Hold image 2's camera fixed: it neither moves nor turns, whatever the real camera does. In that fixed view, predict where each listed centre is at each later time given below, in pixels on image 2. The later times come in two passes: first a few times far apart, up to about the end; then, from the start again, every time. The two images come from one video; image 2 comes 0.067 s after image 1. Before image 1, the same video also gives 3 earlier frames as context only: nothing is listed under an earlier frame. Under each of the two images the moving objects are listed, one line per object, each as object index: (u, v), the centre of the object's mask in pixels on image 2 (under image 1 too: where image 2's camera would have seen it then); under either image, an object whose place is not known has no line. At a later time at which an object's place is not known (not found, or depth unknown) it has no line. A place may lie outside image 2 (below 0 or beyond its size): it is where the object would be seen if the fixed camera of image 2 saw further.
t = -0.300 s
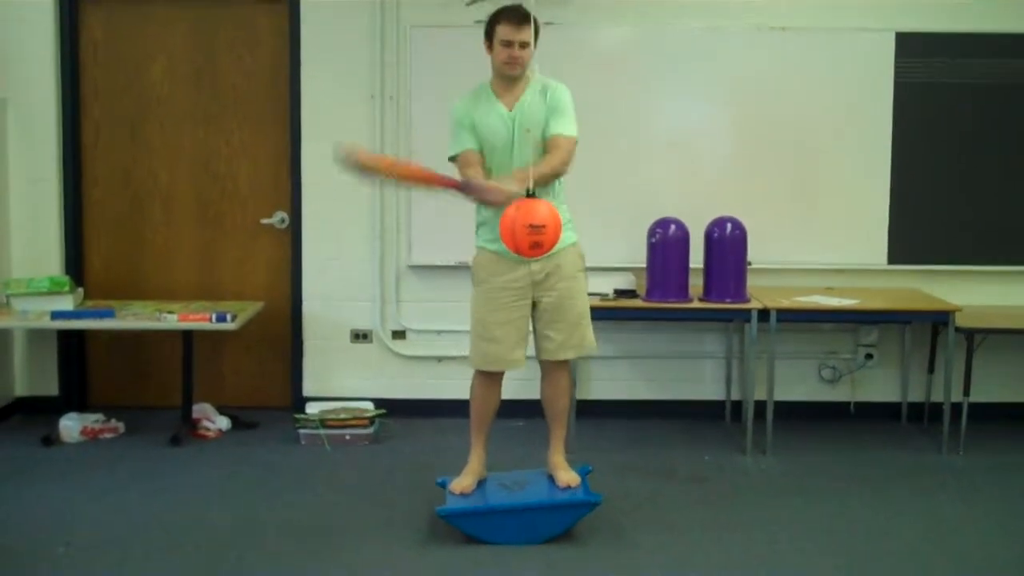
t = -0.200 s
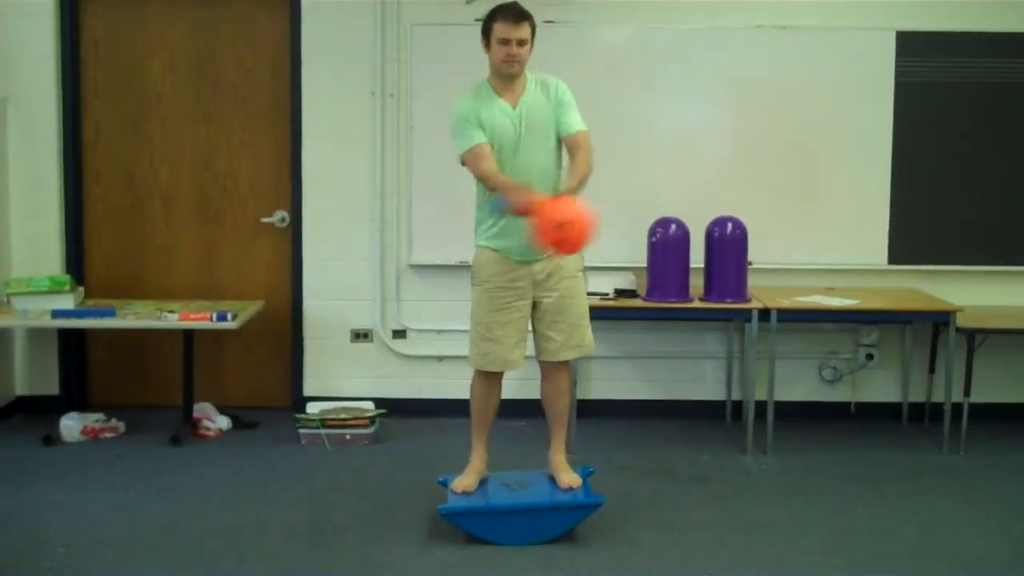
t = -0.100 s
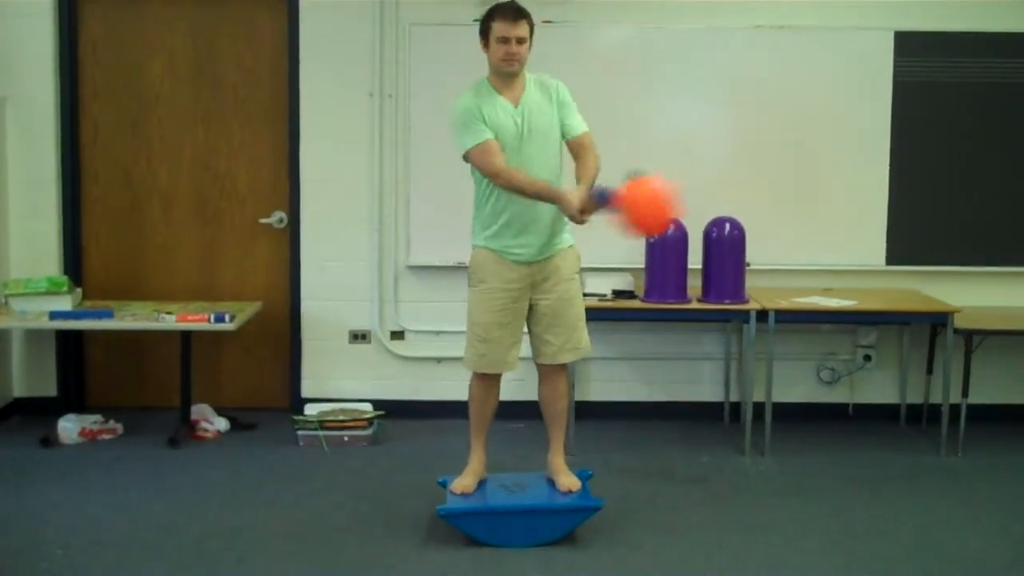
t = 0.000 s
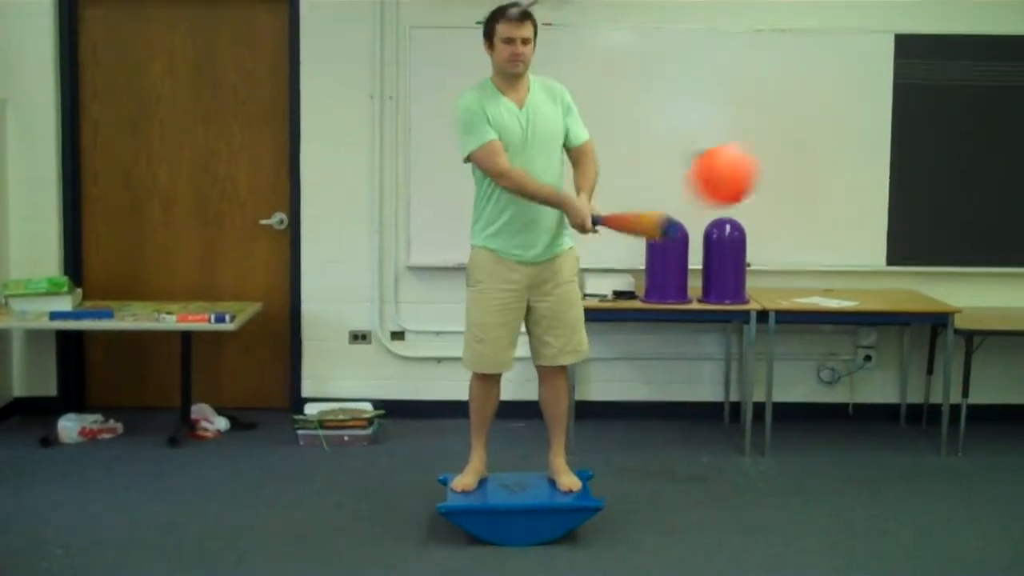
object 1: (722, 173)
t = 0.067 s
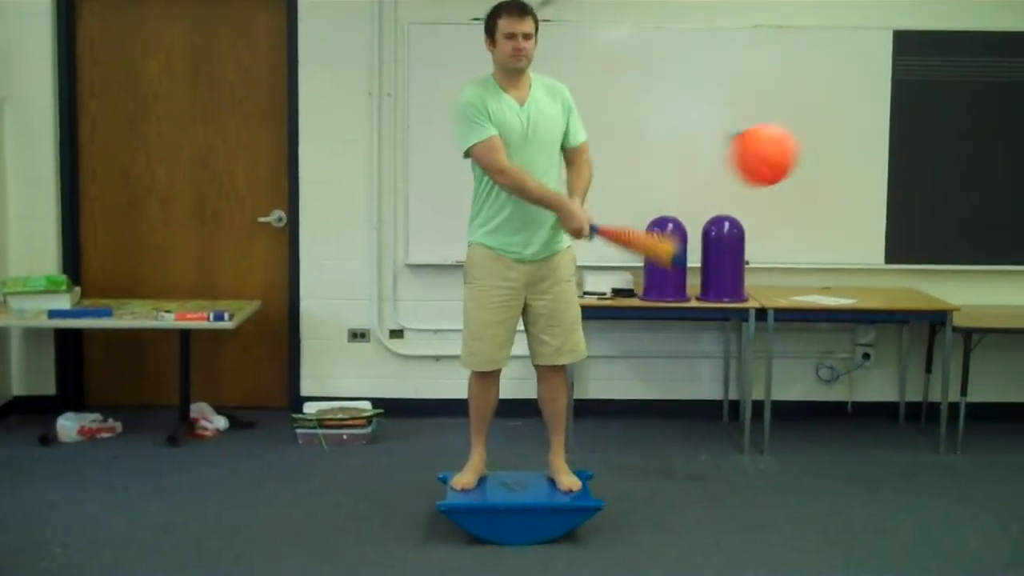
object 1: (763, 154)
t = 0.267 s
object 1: (845, 129)
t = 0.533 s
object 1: (834, 142)
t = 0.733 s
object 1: (762, 178)
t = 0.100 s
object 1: (782, 148)
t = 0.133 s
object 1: (799, 142)
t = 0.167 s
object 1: (814, 137)
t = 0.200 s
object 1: (827, 134)
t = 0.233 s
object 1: (837, 131)
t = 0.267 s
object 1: (845, 129)
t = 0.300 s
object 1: (851, 129)
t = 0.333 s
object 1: (855, 130)
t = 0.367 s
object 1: (857, 131)
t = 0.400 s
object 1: (856, 132)
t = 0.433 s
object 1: (853, 134)
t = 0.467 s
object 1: (849, 137)
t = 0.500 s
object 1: (842, 140)
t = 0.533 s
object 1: (834, 142)
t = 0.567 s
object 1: (825, 147)
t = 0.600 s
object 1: (815, 152)
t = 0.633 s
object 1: (804, 158)
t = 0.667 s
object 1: (792, 164)
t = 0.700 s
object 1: (777, 171)
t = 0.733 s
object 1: (762, 178)
